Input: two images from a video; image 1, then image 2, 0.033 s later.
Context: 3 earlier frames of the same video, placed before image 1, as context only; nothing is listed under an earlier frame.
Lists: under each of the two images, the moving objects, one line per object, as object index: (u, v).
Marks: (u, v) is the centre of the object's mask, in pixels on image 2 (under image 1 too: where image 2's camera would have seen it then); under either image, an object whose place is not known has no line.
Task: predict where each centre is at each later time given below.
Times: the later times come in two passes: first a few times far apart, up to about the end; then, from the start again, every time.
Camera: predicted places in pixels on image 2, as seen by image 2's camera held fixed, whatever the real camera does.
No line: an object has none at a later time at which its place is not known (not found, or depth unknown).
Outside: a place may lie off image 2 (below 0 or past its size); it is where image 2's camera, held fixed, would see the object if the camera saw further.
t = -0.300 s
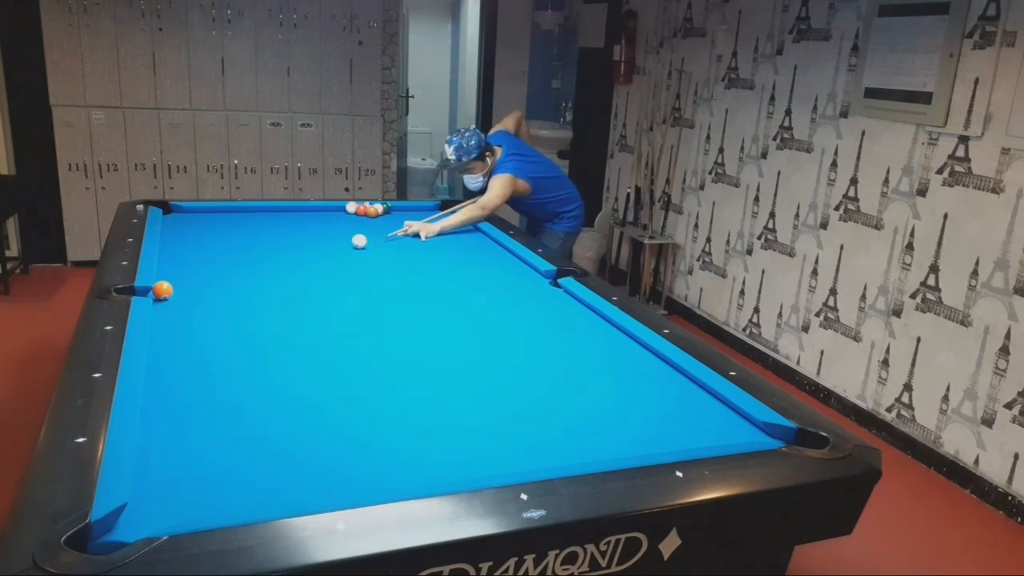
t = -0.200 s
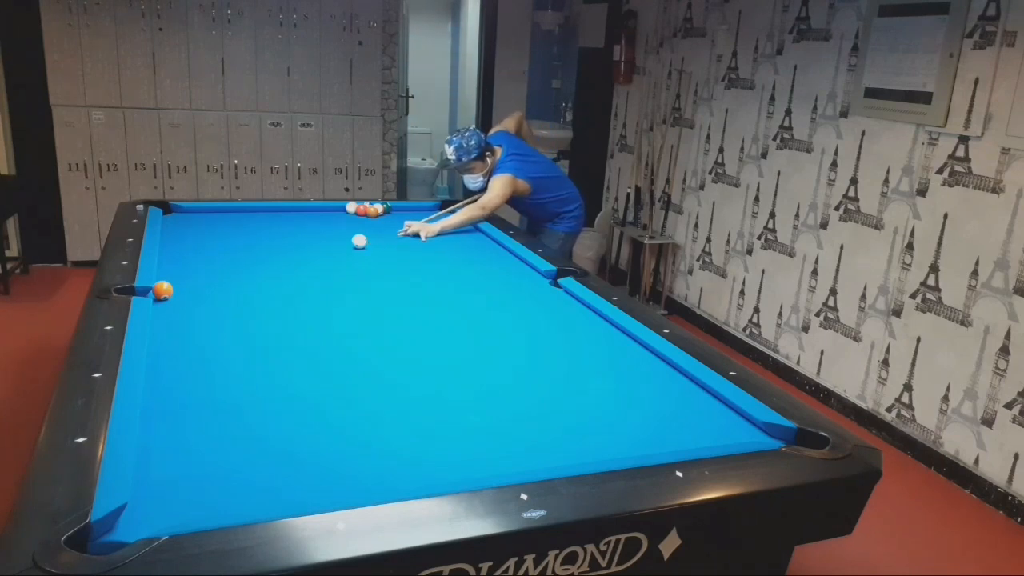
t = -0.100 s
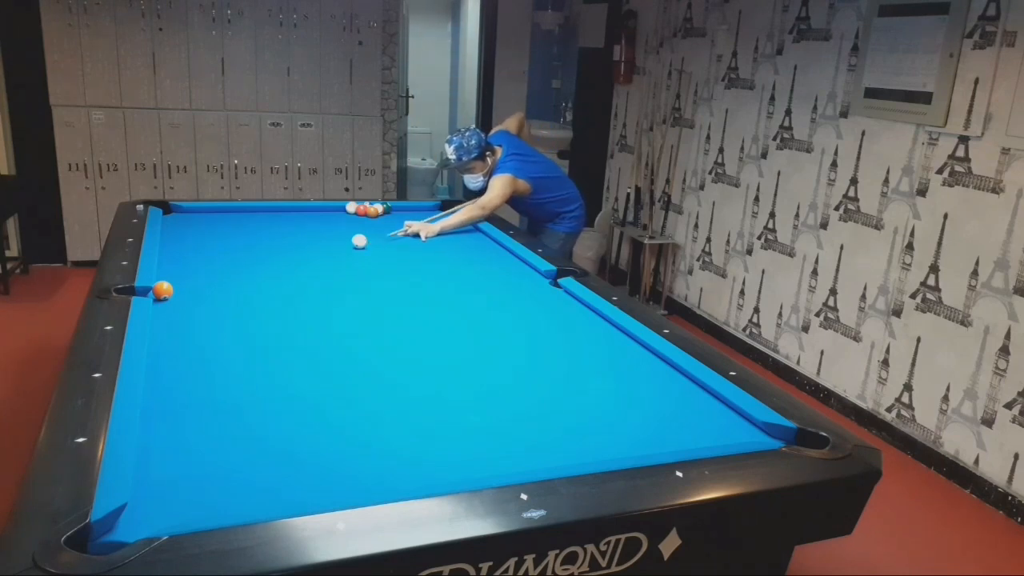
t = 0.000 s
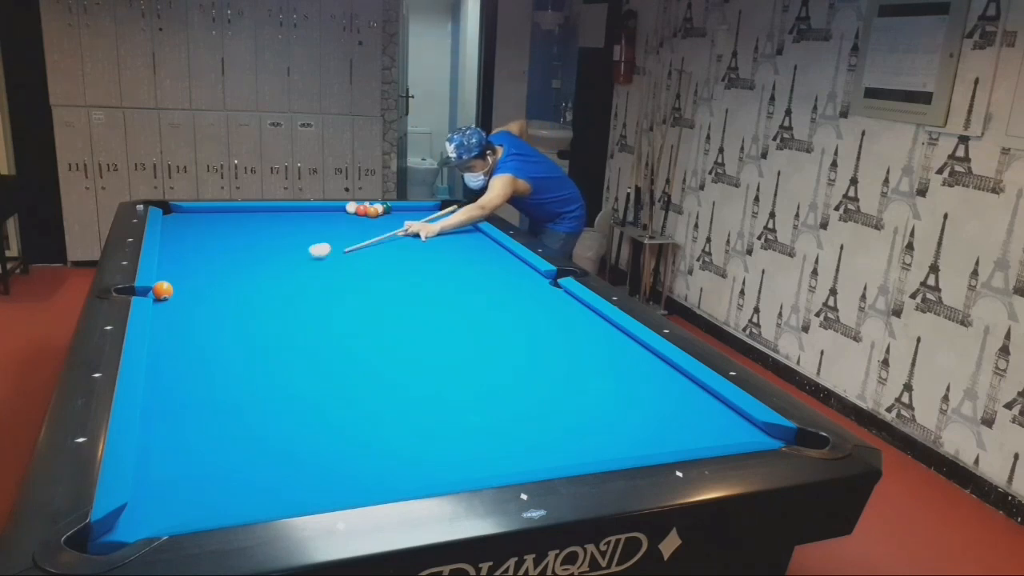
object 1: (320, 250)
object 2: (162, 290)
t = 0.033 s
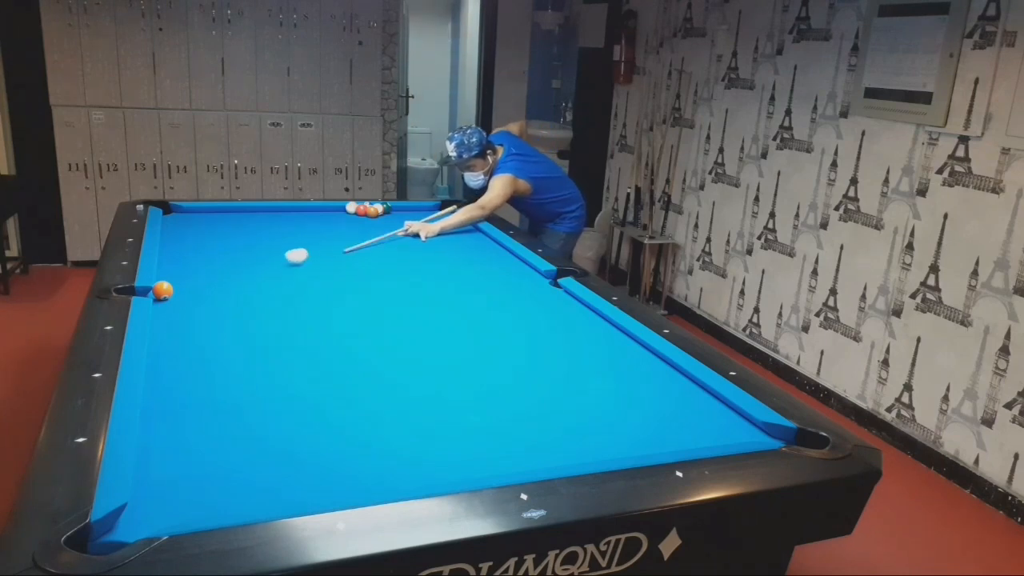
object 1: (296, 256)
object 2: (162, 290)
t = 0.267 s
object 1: (182, 287)
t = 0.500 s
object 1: (211, 282)
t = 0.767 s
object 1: (254, 273)
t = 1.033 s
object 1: (293, 265)
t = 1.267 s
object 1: (323, 259)
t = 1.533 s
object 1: (354, 253)
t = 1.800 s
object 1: (381, 248)
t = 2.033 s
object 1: (403, 243)
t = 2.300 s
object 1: (425, 239)
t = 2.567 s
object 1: (444, 235)
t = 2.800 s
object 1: (460, 232)
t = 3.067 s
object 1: (473, 229)
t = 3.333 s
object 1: (461, 227)
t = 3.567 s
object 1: (451, 226)
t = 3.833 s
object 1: (441, 225)
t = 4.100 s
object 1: (432, 224)
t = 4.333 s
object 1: (426, 224)
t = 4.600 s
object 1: (419, 223)
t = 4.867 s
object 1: (414, 223)
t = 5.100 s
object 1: (410, 222)
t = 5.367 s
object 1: (407, 222)
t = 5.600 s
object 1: (406, 221)
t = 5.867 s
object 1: (405, 221)
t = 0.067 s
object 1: (272, 262)
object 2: (162, 290)
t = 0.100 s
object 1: (247, 268)
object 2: (162, 290)
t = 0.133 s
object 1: (221, 275)
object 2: (162, 290)
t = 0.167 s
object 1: (193, 282)
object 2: (162, 290)
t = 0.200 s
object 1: (179, 287)
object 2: (149, 291)
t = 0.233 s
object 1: (180, 287)
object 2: (127, 293)
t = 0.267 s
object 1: (182, 287)
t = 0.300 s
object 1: (184, 287)
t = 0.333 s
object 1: (187, 286)
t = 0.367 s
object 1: (191, 286)
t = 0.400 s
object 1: (195, 285)
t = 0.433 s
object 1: (200, 284)
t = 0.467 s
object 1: (205, 283)
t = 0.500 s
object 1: (211, 282)
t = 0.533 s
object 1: (216, 281)
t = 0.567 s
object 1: (222, 279)
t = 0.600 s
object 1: (228, 278)
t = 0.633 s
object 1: (233, 277)
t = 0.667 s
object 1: (239, 276)
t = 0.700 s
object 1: (244, 275)
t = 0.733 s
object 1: (249, 274)
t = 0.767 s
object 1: (254, 273)
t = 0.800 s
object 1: (259, 272)
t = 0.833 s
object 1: (264, 271)
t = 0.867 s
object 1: (269, 270)
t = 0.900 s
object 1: (274, 269)
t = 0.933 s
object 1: (279, 268)
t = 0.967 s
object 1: (284, 267)
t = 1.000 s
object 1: (288, 266)
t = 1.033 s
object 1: (293, 265)
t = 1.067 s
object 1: (297, 264)
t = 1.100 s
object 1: (302, 263)
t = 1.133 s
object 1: (306, 262)
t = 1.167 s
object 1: (311, 262)
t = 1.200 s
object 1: (315, 261)
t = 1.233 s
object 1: (319, 260)
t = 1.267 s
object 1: (323, 259)
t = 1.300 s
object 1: (327, 258)
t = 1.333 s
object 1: (331, 257)
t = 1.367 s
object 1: (335, 257)
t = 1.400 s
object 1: (339, 256)
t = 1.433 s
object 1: (343, 255)
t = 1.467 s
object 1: (346, 255)
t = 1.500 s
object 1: (350, 254)
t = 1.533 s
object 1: (354, 253)
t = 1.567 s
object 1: (357, 252)
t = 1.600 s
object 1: (361, 252)
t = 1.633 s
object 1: (364, 251)
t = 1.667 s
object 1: (368, 250)
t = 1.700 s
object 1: (371, 249)
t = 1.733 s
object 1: (374, 249)
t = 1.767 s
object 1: (378, 248)
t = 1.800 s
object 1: (381, 248)
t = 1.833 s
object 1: (384, 247)
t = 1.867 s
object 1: (388, 246)
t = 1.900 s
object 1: (391, 246)
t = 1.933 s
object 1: (394, 245)
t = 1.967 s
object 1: (397, 245)
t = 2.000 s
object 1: (400, 244)
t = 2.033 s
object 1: (403, 243)
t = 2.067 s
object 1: (405, 243)
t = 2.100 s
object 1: (408, 242)
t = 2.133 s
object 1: (411, 241)
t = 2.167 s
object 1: (414, 241)
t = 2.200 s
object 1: (417, 241)
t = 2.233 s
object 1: (419, 240)
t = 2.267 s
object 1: (422, 239)
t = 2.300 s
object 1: (425, 239)
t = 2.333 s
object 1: (427, 238)
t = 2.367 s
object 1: (430, 238)
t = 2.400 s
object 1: (432, 237)
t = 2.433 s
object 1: (435, 237)
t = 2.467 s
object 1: (437, 236)
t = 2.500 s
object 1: (440, 236)
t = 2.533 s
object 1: (442, 235)
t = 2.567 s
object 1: (444, 235)
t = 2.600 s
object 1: (447, 234)
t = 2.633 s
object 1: (449, 234)
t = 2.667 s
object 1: (452, 234)
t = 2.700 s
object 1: (454, 233)
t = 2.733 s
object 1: (456, 233)
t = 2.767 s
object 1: (458, 232)
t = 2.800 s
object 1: (460, 232)
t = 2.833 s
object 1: (462, 231)
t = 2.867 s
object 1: (465, 231)
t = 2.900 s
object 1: (466, 231)
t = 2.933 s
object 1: (469, 230)
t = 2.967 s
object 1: (470, 230)
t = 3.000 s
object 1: (472, 229)
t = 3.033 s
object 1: (474, 229)
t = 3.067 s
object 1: (473, 229)
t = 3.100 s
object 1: (472, 229)
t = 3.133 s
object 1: (470, 228)
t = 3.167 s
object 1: (468, 228)
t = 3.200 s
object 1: (467, 228)
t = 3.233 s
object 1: (465, 228)
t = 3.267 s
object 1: (464, 228)
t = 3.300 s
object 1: (463, 227)
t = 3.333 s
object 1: (461, 227)
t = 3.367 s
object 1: (459, 227)
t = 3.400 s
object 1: (458, 227)
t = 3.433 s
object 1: (457, 227)
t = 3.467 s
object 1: (455, 226)
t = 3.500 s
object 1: (454, 226)
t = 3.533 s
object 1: (452, 226)
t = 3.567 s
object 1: (451, 226)
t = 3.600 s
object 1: (450, 226)
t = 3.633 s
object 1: (449, 226)
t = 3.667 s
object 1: (447, 226)
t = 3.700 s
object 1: (446, 225)
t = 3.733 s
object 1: (445, 225)
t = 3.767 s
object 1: (443, 225)
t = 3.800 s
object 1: (443, 225)
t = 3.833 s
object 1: (441, 225)
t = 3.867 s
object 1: (440, 225)
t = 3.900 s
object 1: (439, 225)
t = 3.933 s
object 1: (438, 225)
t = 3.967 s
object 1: (436, 225)
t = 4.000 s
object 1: (436, 224)
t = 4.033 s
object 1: (434, 224)
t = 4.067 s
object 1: (434, 224)
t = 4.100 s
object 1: (432, 224)
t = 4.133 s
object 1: (431, 224)
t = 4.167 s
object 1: (431, 224)
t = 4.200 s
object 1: (429, 224)
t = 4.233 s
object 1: (428, 224)
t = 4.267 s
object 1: (428, 224)
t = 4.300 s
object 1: (426, 224)
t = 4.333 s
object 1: (426, 224)
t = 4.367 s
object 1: (425, 223)
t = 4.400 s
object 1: (424, 223)
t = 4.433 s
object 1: (423, 223)
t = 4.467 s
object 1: (422, 223)
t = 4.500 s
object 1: (421, 223)
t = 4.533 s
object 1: (421, 223)
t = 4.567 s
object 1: (420, 223)
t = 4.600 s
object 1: (419, 223)
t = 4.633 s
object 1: (418, 223)
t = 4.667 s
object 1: (418, 223)
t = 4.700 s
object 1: (417, 223)
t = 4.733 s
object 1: (416, 223)
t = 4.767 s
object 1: (416, 223)
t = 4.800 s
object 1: (415, 223)
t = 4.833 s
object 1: (414, 223)
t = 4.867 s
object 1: (414, 223)
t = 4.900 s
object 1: (413, 222)
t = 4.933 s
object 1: (412, 222)
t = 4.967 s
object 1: (412, 222)
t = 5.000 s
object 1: (411, 222)
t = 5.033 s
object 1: (411, 222)
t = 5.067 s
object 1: (410, 222)
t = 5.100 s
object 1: (410, 222)
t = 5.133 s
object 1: (410, 222)
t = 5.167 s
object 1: (409, 222)
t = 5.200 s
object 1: (409, 222)
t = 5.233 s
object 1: (408, 222)
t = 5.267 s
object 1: (408, 222)
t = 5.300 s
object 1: (408, 222)
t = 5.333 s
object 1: (408, 222)
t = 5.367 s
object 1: (407, 222)
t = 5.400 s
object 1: (407, 222)
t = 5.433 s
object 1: (407, 222)
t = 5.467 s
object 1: (407, 222)
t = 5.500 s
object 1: (406, 222)
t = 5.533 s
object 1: (406, 222)
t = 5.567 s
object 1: (406, 222)
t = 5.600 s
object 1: (406, 221)
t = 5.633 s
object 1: (406, 221)
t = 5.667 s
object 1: (405, 222)
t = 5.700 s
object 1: (405, 221)
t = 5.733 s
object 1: (405, 221)
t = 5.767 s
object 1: (405, 221)
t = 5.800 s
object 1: (405, 221)
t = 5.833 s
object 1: (405, 221)
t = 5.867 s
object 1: (405, 221)
